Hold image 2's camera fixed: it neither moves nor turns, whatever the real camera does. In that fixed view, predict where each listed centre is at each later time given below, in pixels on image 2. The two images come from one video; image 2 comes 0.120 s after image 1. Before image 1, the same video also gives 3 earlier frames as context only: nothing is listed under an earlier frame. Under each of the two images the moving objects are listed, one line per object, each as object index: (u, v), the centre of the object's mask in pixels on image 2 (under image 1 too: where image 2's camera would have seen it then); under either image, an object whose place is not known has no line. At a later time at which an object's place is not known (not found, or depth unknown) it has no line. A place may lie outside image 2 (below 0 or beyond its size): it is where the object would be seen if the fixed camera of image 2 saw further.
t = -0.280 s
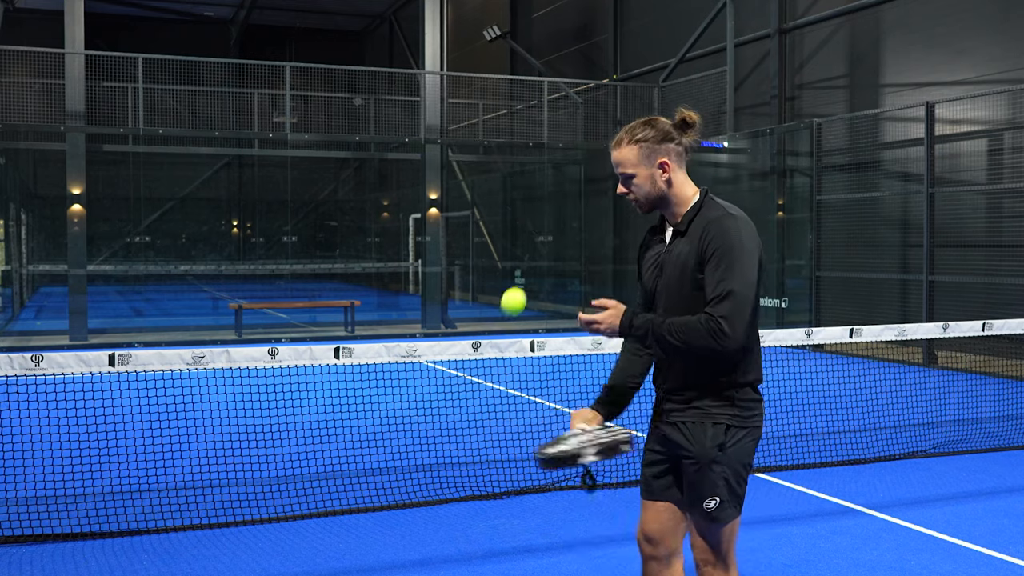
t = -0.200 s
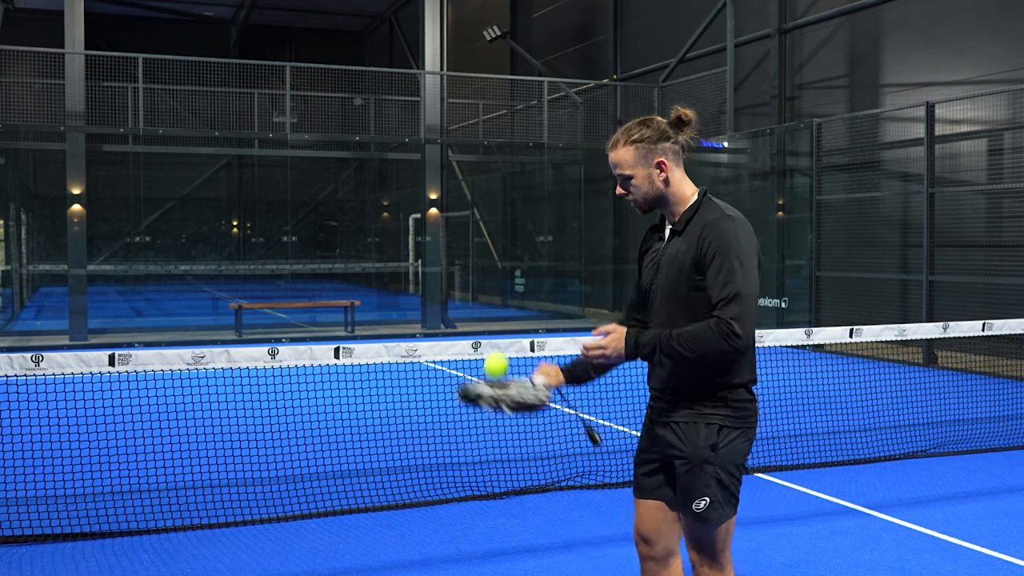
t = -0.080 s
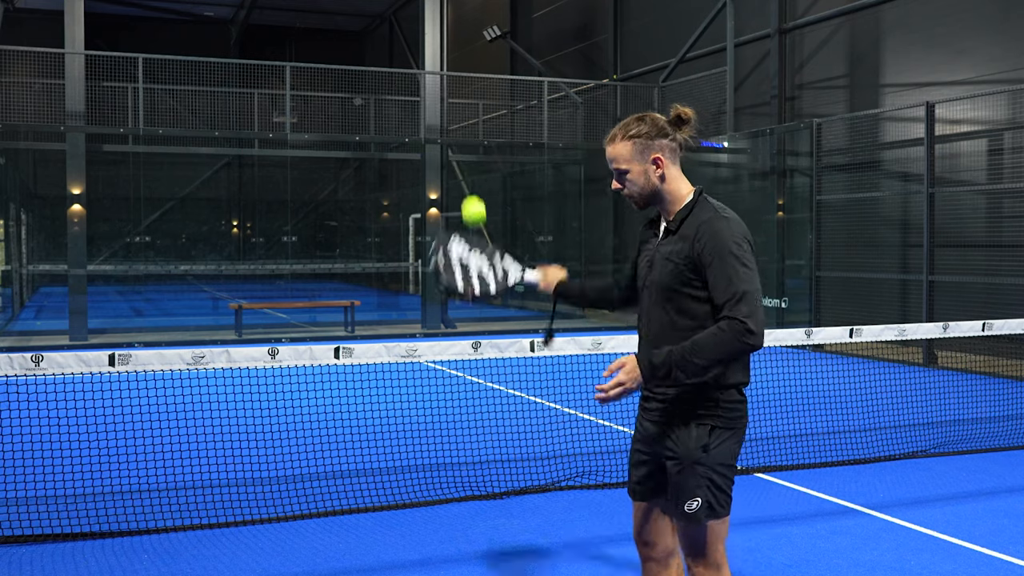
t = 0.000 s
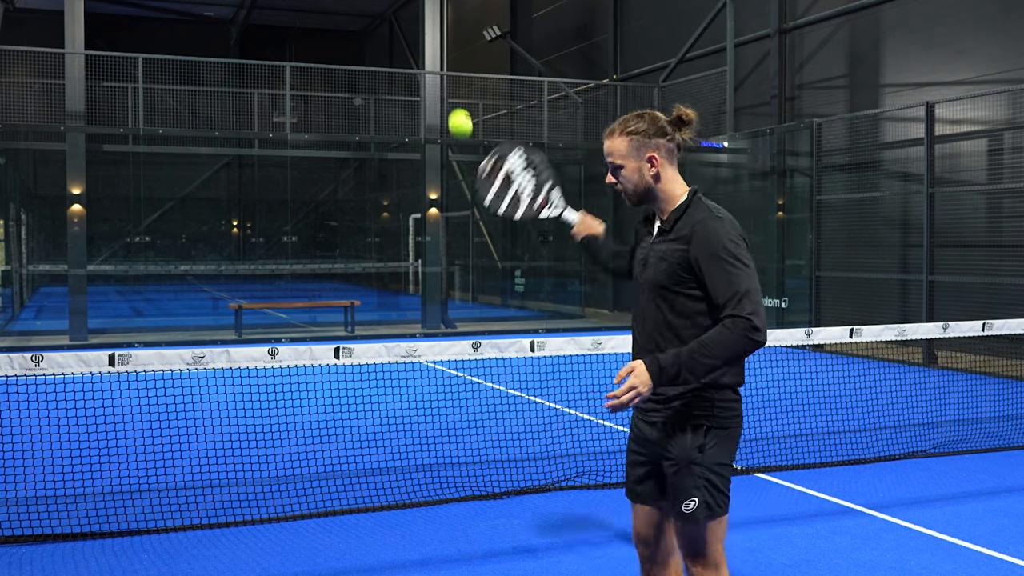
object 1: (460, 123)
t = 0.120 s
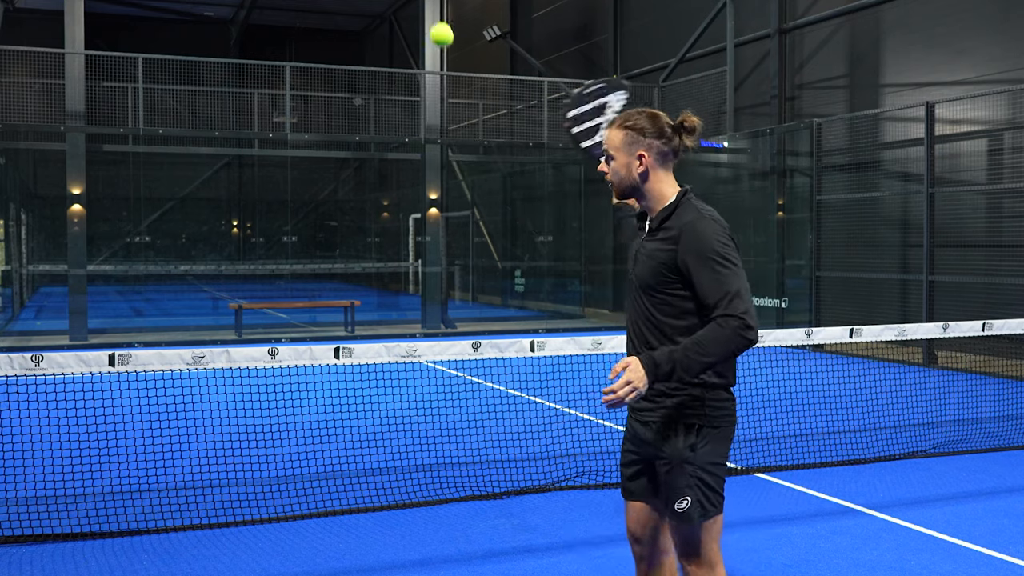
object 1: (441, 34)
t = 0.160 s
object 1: (435, 16)
